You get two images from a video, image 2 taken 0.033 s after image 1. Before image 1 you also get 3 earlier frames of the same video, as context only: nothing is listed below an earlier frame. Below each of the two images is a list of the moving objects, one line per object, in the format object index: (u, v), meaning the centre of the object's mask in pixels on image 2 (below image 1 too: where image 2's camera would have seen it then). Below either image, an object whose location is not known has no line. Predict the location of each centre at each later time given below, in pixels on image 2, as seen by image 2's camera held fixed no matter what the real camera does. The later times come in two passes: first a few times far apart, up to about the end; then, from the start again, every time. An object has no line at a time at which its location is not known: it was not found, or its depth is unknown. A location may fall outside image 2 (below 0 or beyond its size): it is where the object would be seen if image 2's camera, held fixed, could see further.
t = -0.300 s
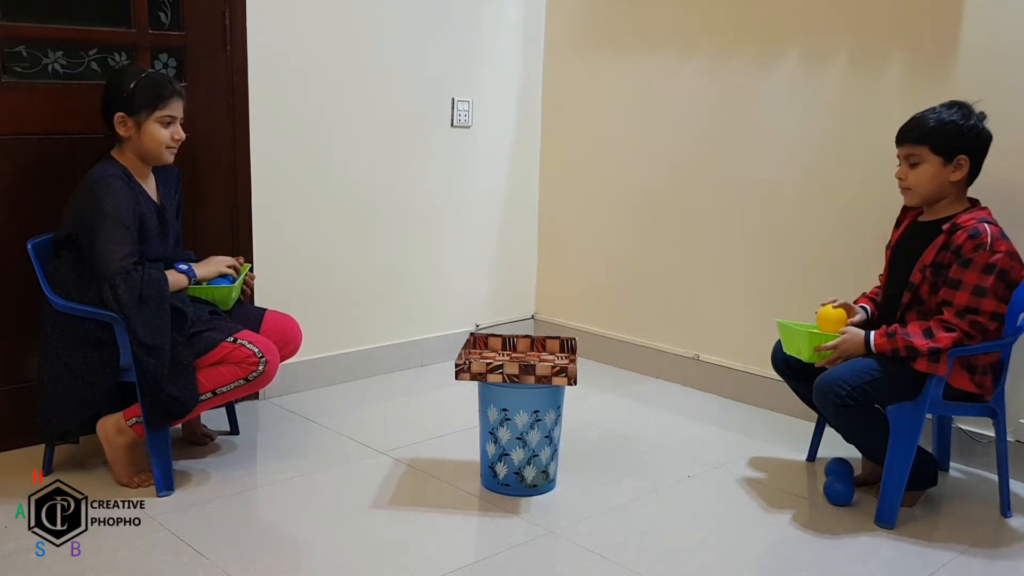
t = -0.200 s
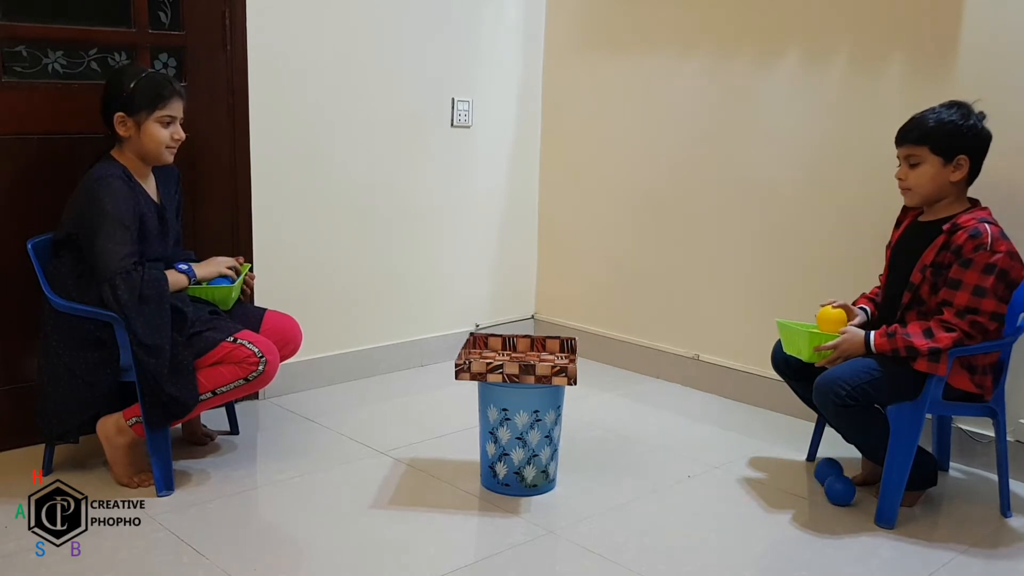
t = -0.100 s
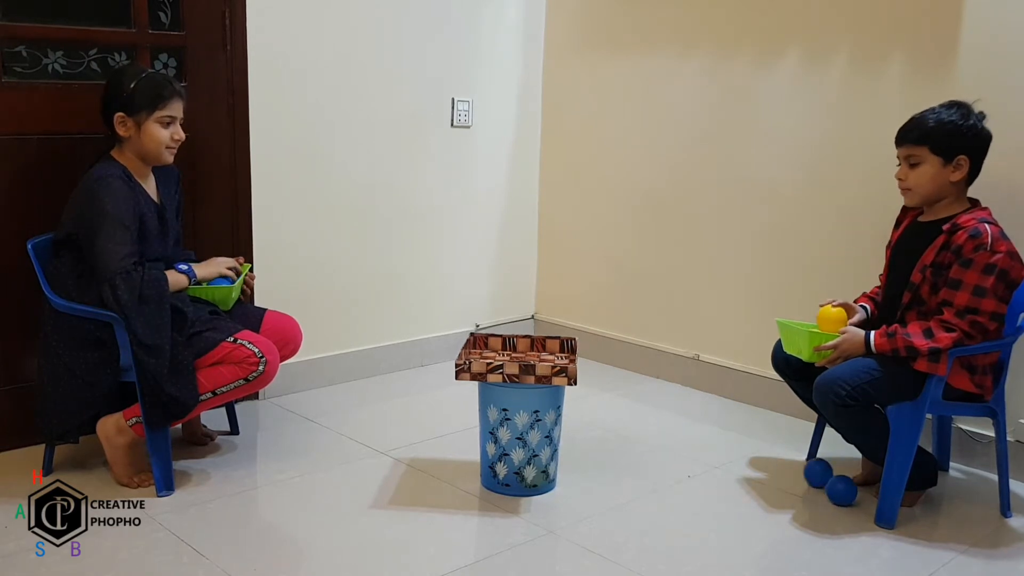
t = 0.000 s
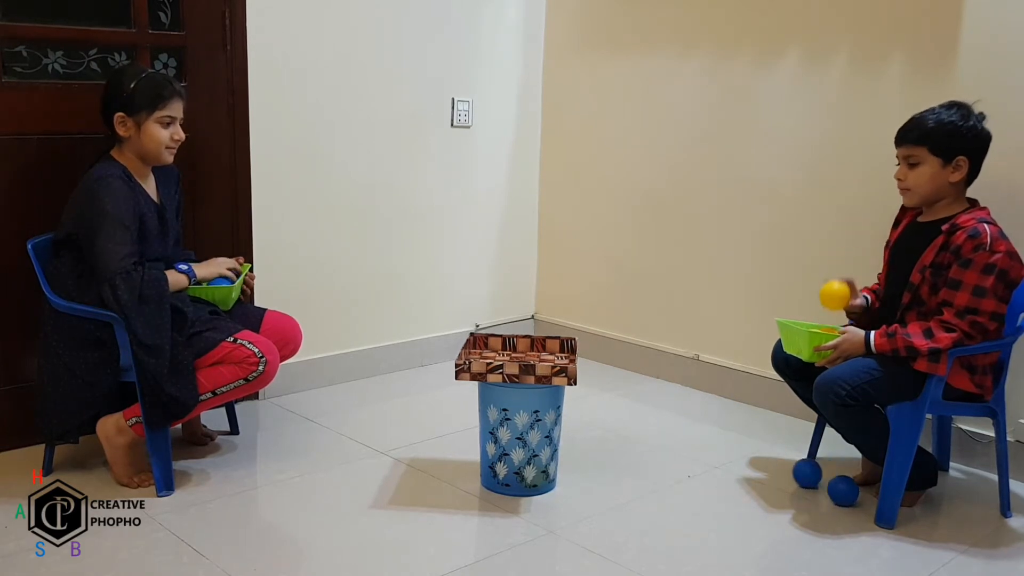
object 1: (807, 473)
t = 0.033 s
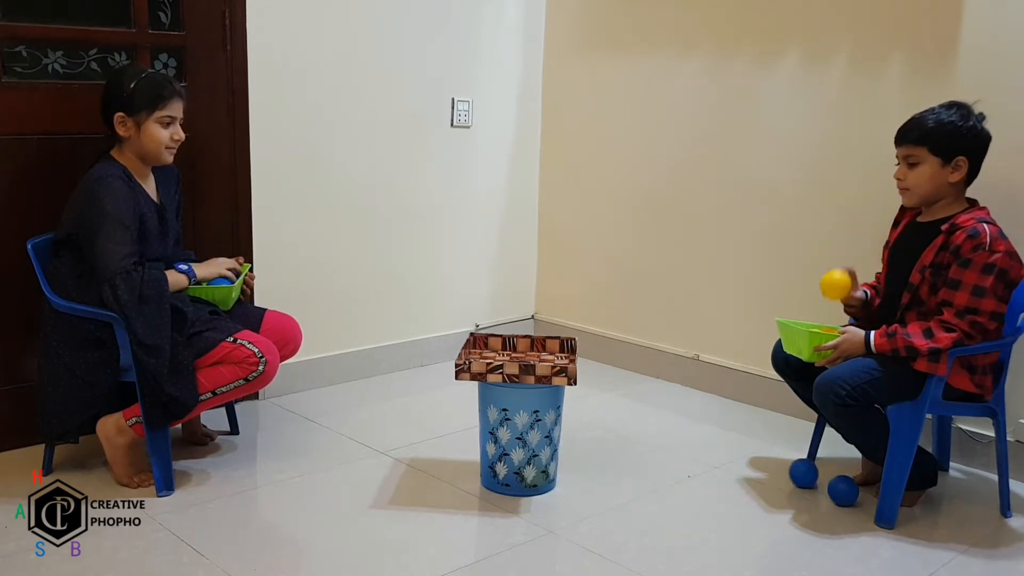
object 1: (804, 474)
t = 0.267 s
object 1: (780, 474)
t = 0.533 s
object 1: (757, 475)
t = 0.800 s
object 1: (734, 477)
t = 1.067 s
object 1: (710, 480)
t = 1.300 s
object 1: (693, 482)
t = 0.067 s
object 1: (800, 474)
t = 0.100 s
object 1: (796, 473)
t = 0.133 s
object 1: (793, 473)
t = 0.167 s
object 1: (789, 474)
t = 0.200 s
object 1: (786, 474)
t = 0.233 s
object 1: (783, 474)
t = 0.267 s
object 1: (780, 474)
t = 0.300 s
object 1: (777, 474)
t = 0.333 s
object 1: (774, 474)
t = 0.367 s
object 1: (771, 475)
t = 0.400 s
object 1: (768, 475)
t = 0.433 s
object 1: (765, 475)
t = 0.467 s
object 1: (762, 475)
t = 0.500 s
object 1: (760, 475)
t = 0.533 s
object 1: (757, 475)
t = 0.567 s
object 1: (754, 476)
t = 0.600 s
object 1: (751, 476)
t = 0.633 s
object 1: (748, 476)
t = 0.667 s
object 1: (746, 476)
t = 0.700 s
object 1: (743, 476)
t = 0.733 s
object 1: (740, 477)
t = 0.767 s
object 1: (737, 477)
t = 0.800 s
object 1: (734, 477)
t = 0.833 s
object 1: (731, 477)
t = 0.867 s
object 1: (728, 478)
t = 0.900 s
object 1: (725, 478)
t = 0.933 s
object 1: (722, 478)
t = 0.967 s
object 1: (719, 479)
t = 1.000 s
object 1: (716, 479)
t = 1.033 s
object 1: (713, 479)
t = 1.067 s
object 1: (710, 480)
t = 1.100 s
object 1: (707, 480)
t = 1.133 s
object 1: (705, 480)
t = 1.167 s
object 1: (702, 480)
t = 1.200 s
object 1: (700, 481)
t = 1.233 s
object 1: (697, 481)
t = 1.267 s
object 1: (695, 481)
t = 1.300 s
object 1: (693, 482)
